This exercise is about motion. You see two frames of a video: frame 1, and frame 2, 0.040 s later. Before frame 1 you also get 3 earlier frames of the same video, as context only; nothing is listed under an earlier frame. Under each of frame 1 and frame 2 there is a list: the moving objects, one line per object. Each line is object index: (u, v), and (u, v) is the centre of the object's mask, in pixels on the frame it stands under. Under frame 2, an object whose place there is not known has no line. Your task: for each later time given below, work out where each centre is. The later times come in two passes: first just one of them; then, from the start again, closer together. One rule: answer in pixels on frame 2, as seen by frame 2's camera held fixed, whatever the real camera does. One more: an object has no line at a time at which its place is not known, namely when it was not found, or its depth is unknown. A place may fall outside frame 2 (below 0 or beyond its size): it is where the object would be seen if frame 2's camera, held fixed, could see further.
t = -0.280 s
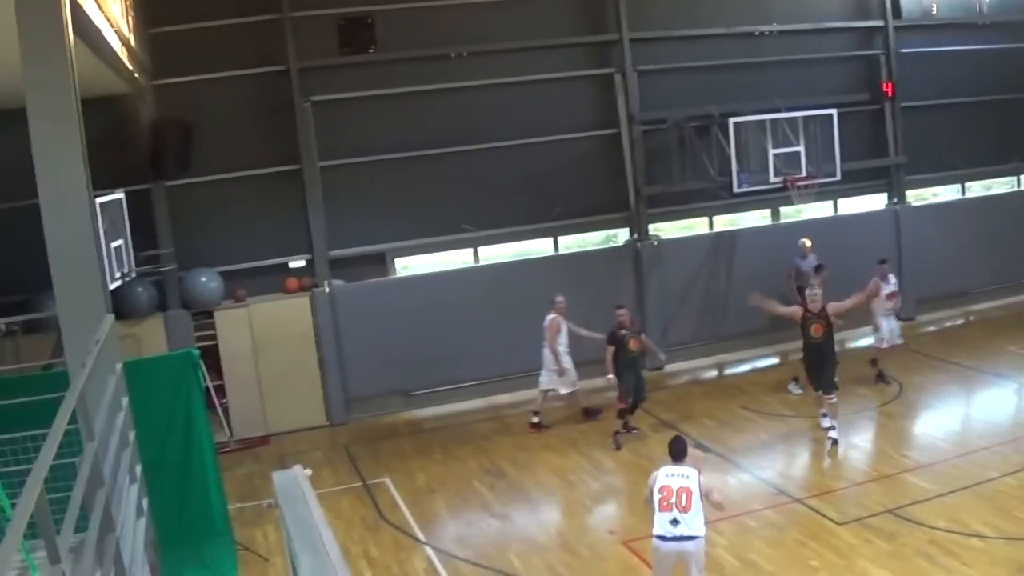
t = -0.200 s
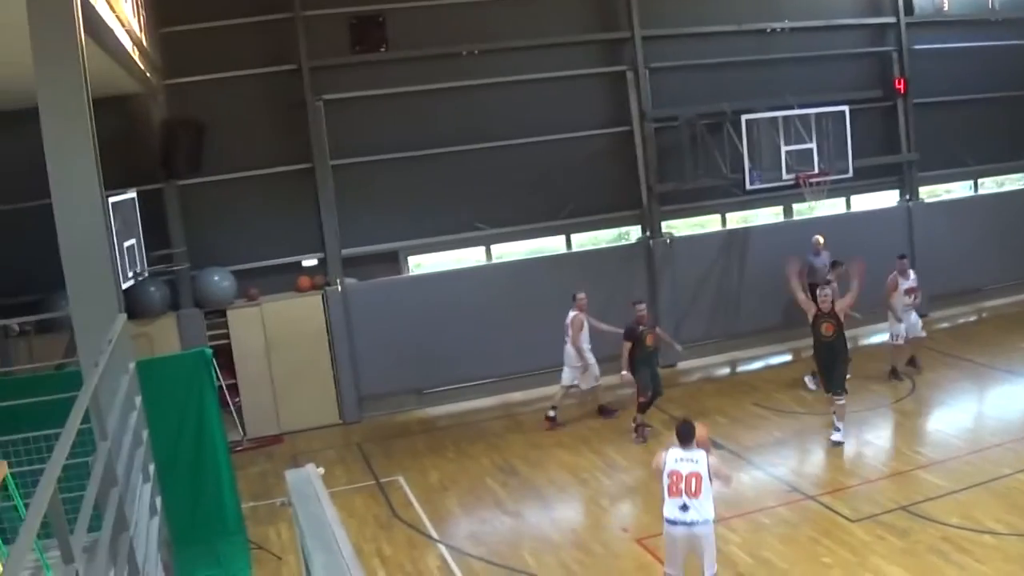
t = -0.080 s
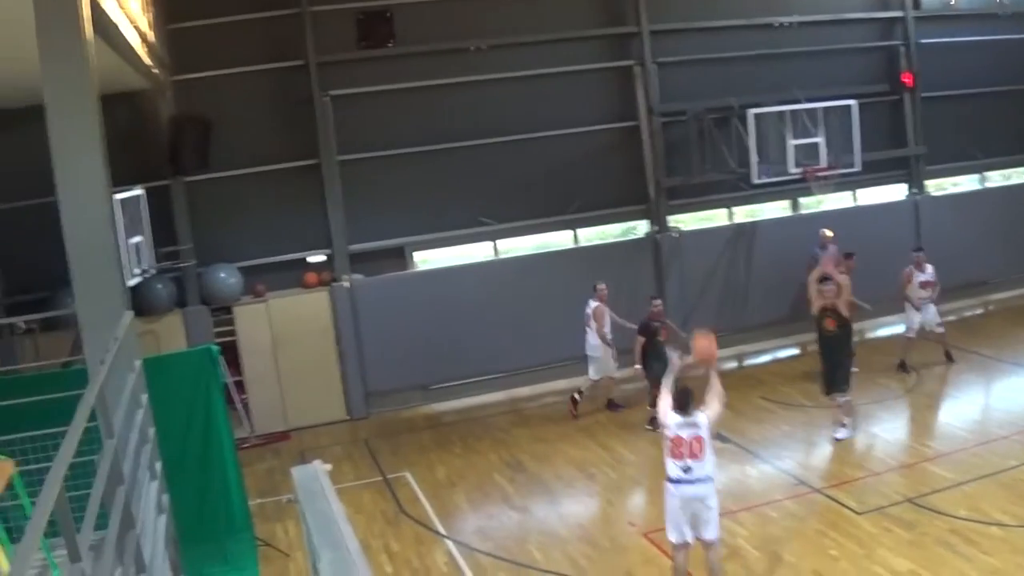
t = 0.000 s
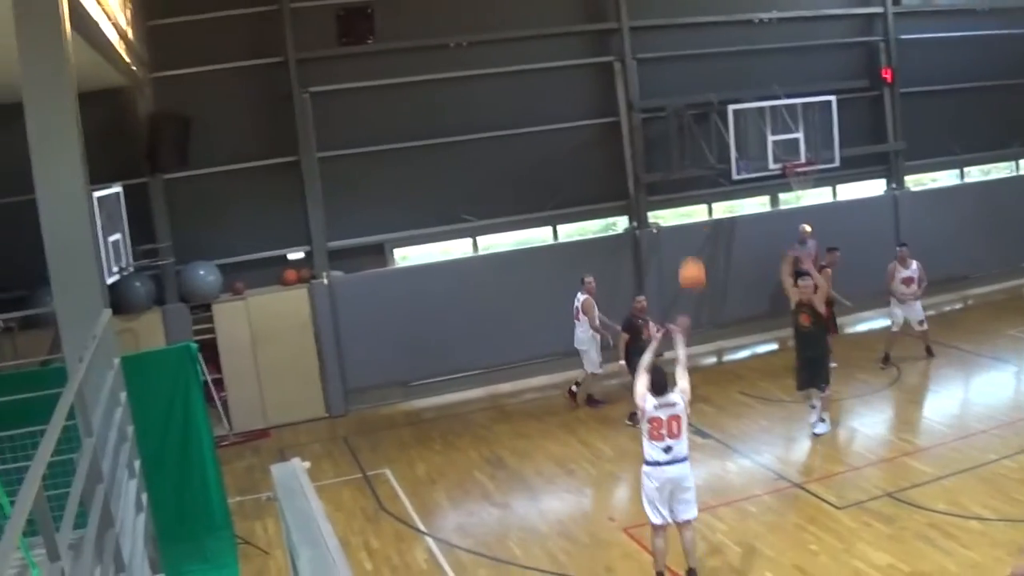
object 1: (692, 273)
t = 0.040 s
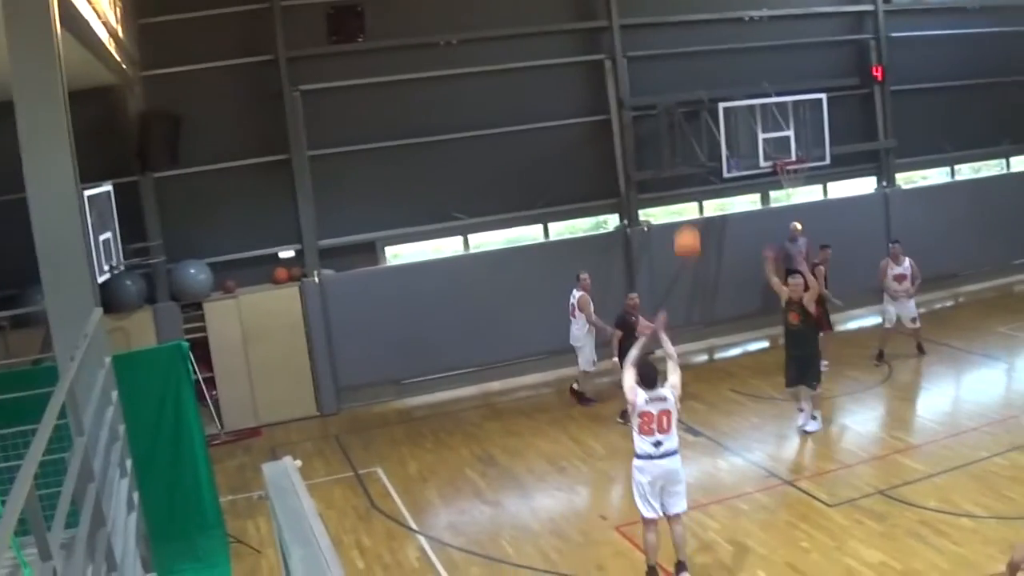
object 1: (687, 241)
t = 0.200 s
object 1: (702, 149)
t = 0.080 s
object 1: (691, 216)
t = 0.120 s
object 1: (694, 189)
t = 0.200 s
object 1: (702, 149)
